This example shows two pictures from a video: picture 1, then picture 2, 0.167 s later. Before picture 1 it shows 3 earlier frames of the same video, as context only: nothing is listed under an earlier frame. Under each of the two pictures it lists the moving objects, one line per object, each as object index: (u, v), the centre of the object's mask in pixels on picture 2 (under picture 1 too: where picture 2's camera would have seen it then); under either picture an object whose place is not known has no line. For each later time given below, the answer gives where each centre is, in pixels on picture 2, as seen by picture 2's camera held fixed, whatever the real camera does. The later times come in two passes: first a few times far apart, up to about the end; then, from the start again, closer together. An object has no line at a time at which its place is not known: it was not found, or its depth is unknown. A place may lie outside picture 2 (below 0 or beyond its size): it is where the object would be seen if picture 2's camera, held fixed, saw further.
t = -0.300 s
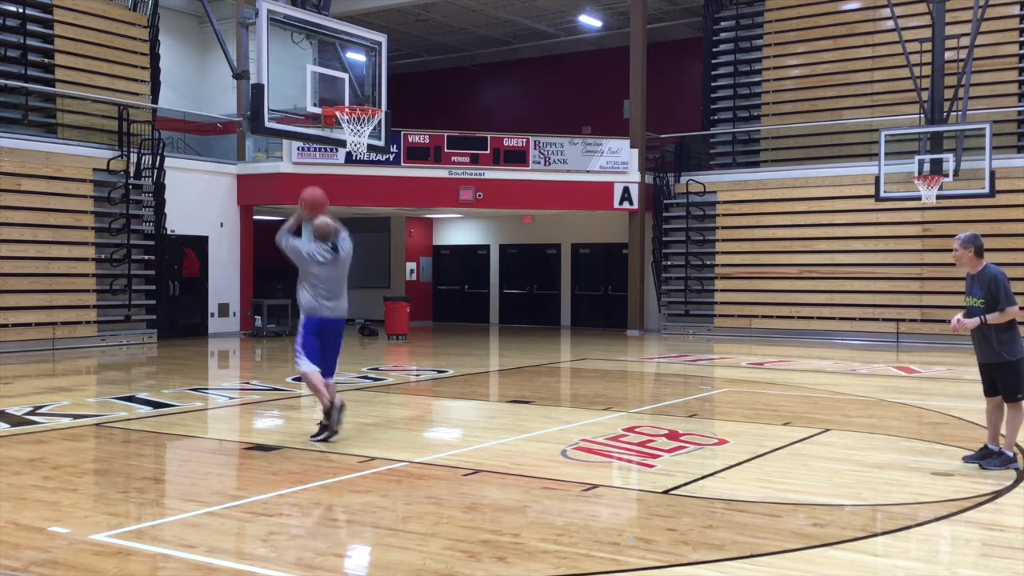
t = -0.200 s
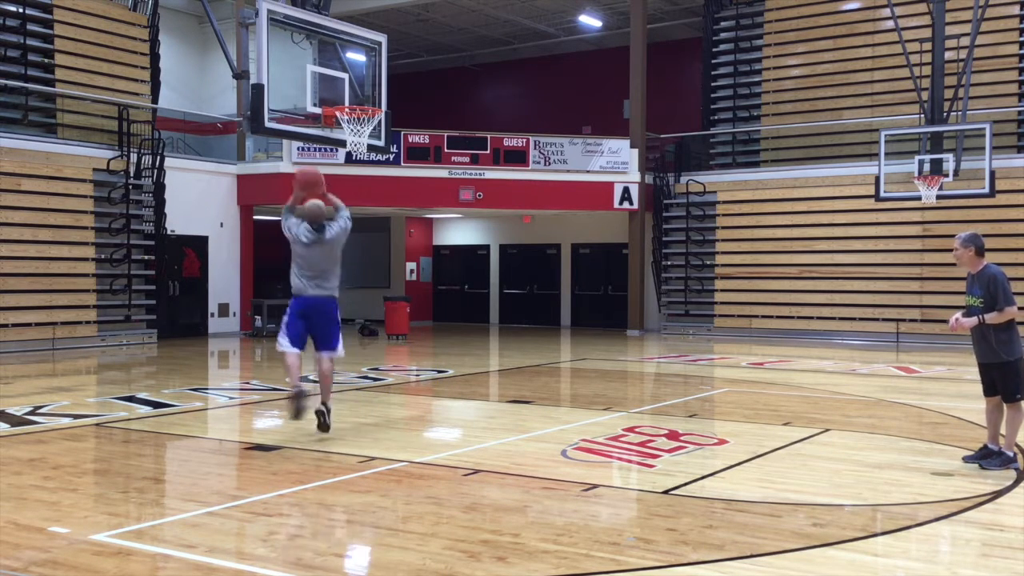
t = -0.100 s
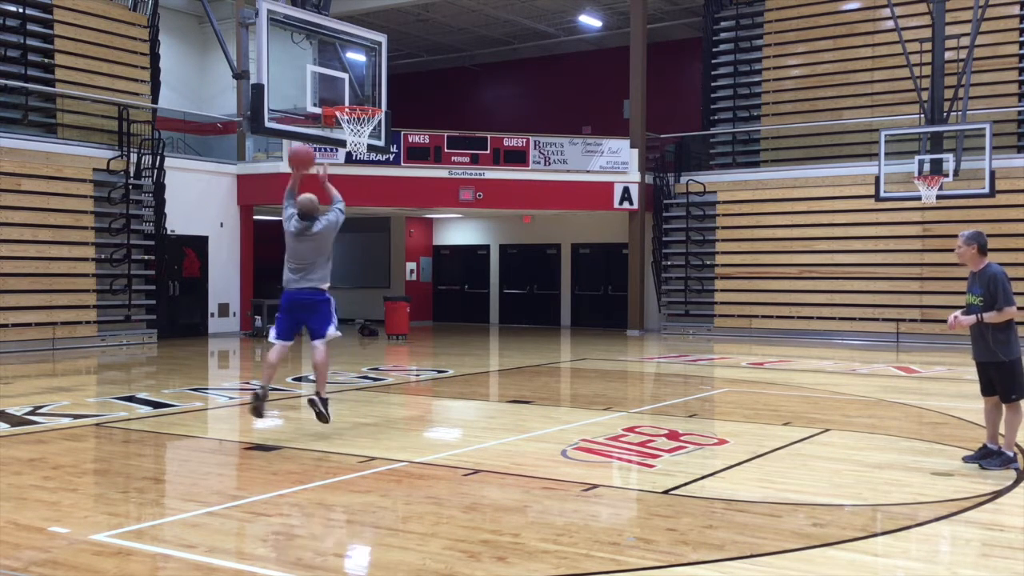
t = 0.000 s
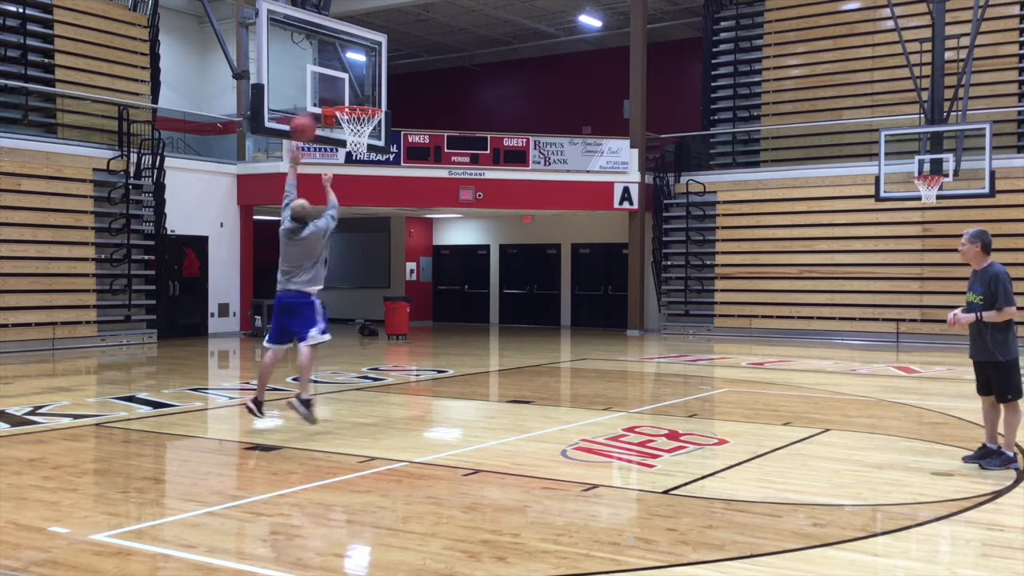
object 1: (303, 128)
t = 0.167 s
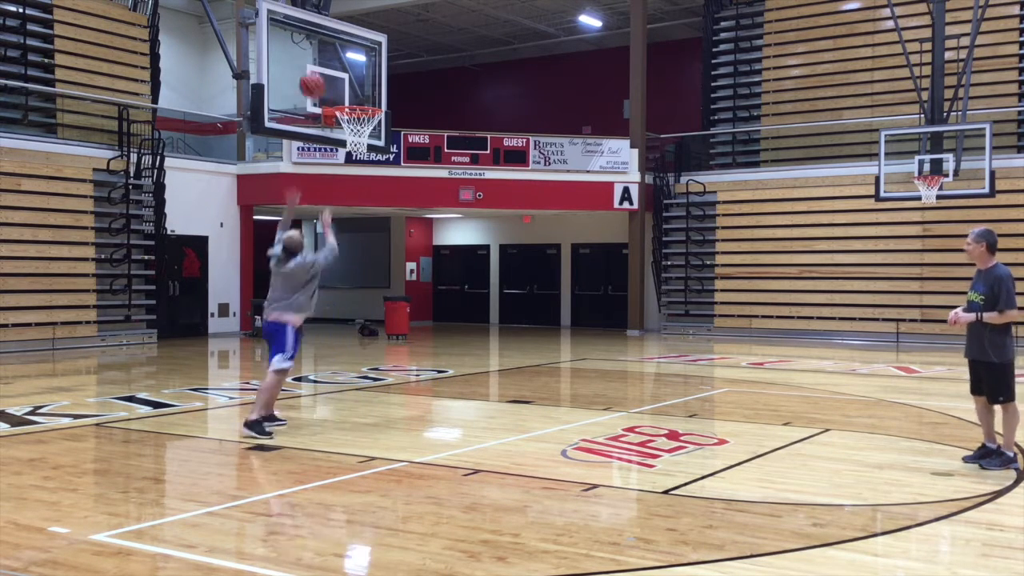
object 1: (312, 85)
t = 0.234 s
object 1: (316, 77)
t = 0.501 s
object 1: (358, 94)
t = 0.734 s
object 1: (353, 147)
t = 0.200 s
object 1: (314, 80)
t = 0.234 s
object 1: (316, 77)
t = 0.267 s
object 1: (318, 75)
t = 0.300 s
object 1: (320, 74)
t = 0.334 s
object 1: (327, 75)
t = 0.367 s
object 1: (332, 76)
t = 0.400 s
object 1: (339, 79)
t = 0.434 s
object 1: (345, 83)
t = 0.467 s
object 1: (351, 89)
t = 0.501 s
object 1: (358, 94)
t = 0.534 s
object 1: (362, 98)
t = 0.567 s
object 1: (369, 103)
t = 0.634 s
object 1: (364, 123)
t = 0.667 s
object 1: (362, 129)
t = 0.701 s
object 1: (357, 139)
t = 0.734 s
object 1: (353, 147)
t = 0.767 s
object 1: (349, 155)
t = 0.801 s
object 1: (346, 164)
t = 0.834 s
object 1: (343, 176)
